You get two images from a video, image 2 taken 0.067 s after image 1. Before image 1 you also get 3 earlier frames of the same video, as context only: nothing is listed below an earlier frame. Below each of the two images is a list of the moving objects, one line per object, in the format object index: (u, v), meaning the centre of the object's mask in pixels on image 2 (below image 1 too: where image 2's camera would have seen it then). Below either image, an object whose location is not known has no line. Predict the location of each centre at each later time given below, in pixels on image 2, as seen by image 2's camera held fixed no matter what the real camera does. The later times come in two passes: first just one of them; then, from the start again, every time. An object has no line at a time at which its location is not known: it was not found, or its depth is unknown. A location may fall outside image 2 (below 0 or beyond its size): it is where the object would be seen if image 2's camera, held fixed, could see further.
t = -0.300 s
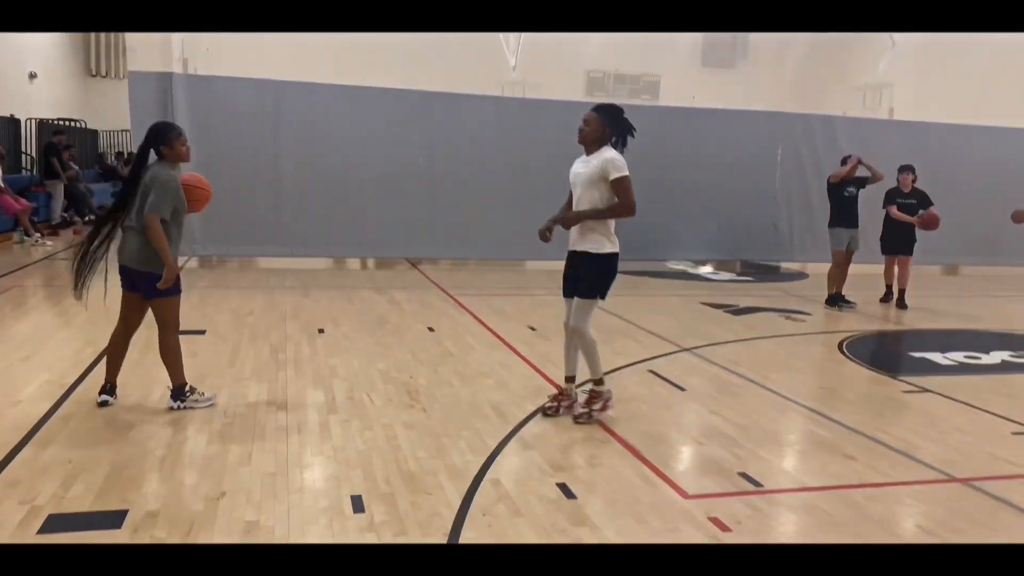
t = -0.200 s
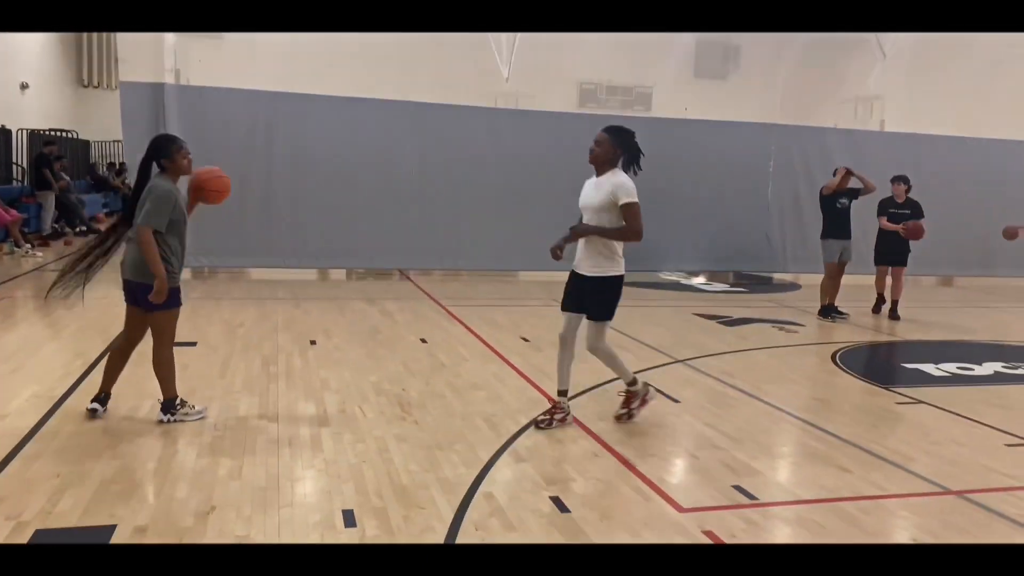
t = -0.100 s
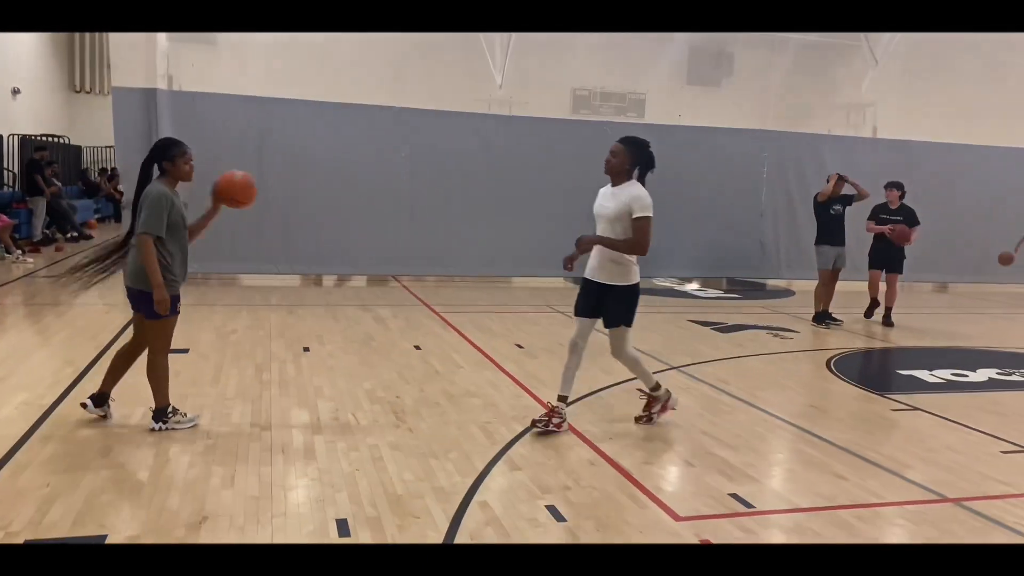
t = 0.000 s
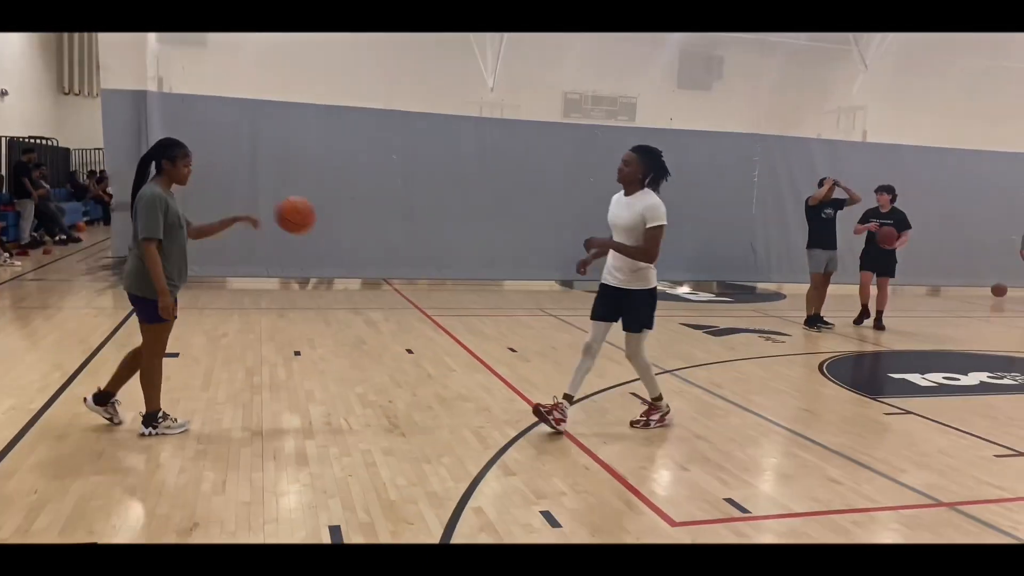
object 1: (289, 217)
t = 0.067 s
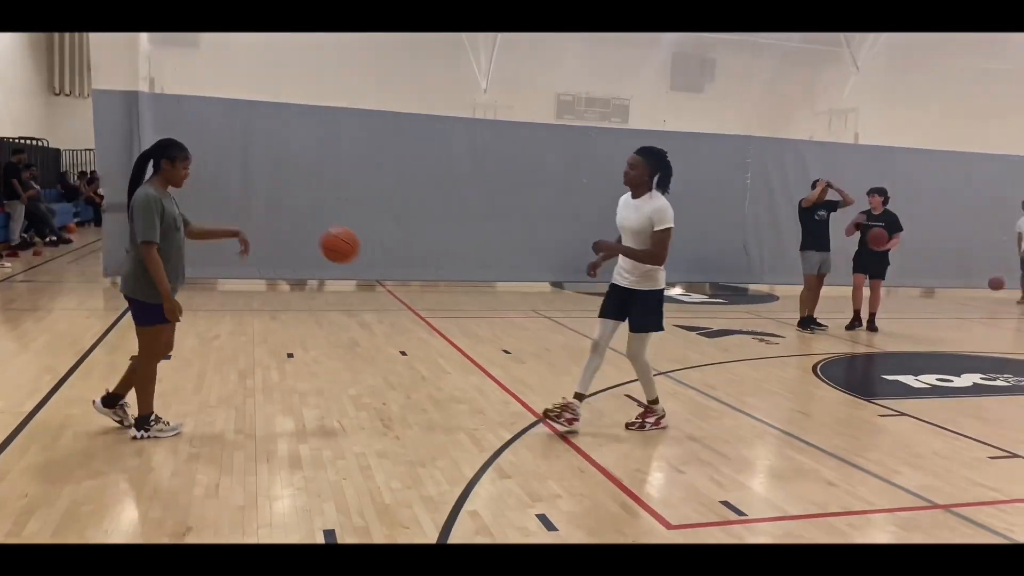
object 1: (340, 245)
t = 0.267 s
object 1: (475, 360)
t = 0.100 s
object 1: (365, 262)
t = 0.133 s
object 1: (388, 278)
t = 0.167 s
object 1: (411, 297)
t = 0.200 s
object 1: (433, 316)
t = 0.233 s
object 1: (454, 338)
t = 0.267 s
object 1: (475, 360)
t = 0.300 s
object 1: (495, 383)
